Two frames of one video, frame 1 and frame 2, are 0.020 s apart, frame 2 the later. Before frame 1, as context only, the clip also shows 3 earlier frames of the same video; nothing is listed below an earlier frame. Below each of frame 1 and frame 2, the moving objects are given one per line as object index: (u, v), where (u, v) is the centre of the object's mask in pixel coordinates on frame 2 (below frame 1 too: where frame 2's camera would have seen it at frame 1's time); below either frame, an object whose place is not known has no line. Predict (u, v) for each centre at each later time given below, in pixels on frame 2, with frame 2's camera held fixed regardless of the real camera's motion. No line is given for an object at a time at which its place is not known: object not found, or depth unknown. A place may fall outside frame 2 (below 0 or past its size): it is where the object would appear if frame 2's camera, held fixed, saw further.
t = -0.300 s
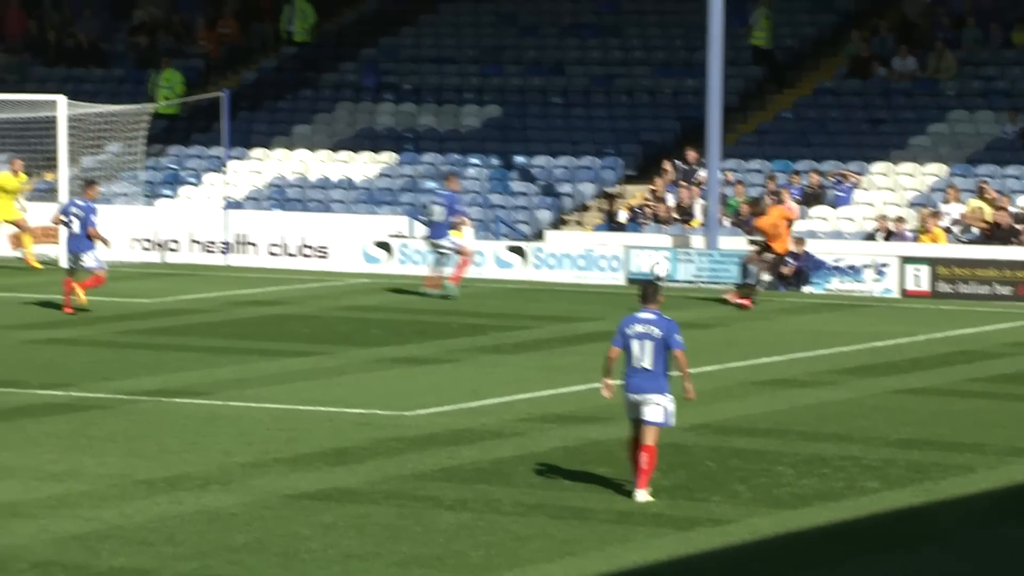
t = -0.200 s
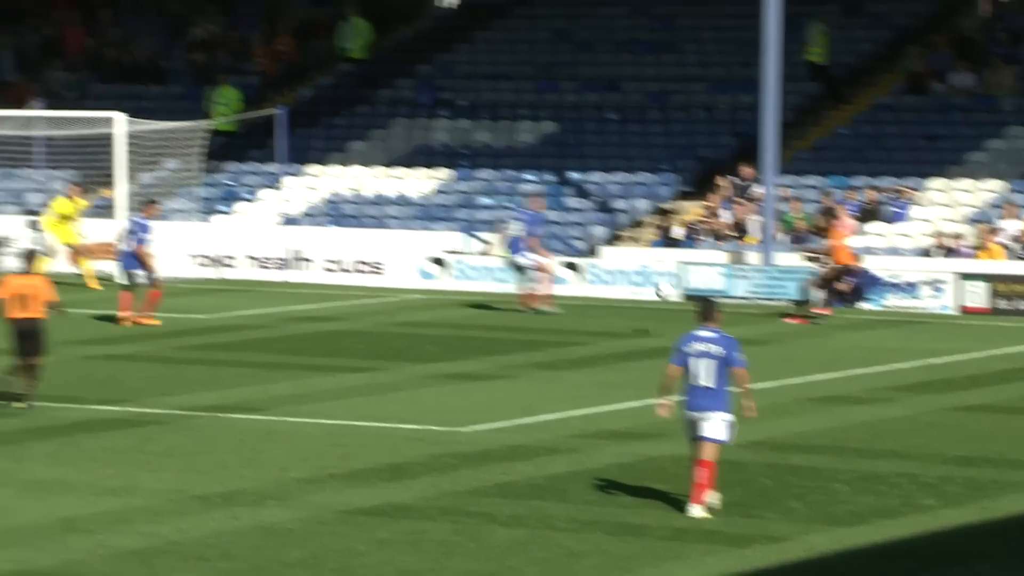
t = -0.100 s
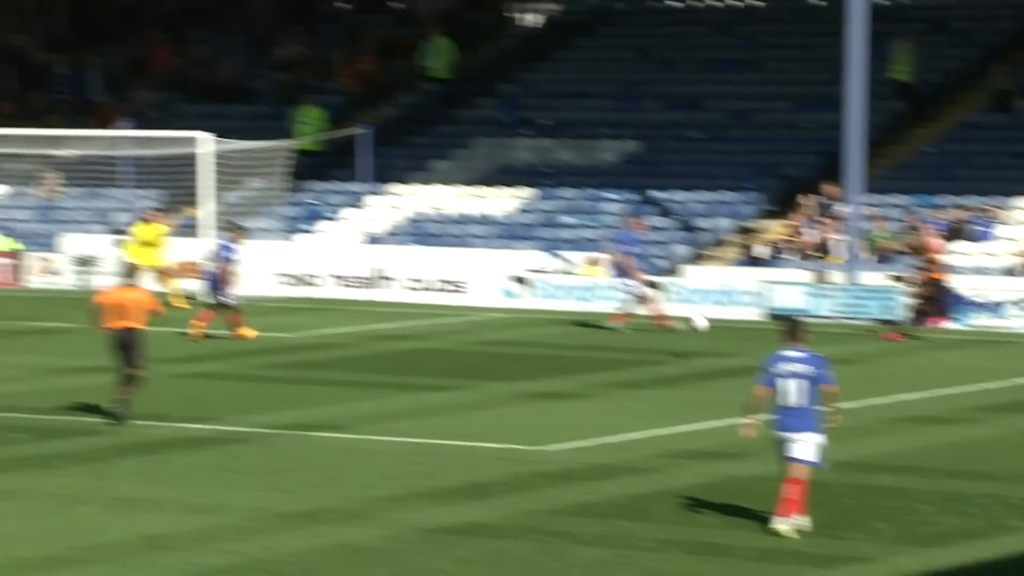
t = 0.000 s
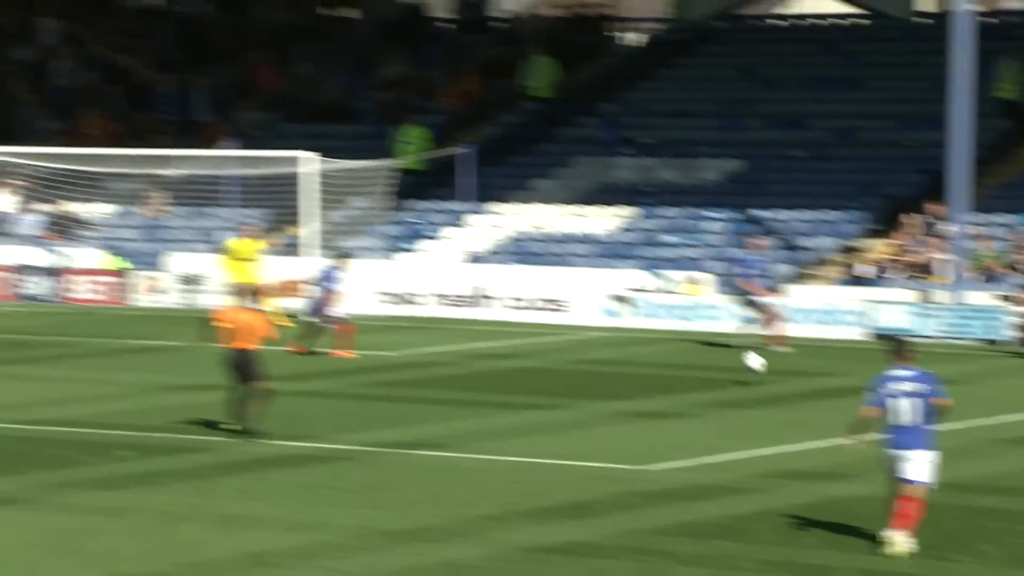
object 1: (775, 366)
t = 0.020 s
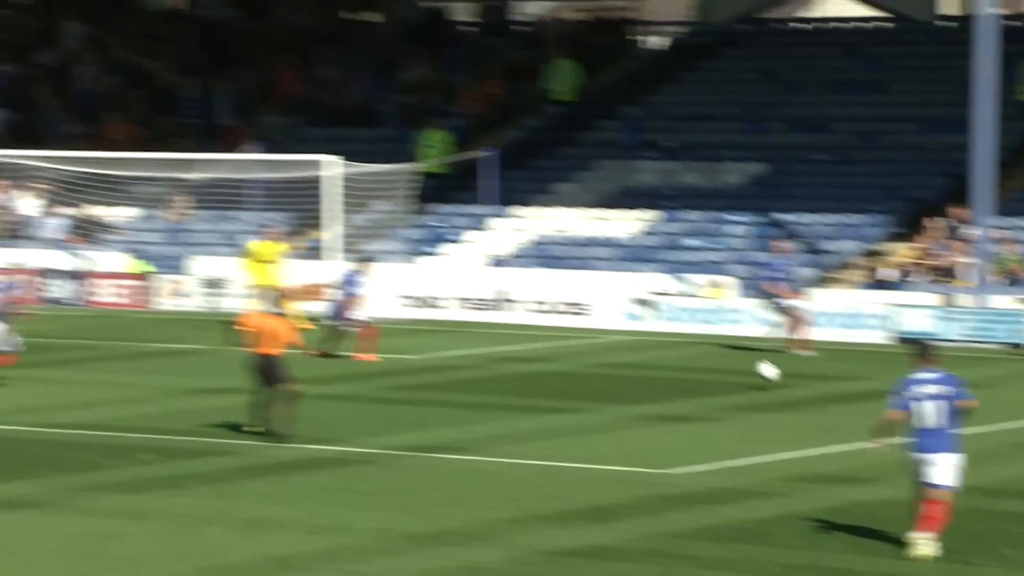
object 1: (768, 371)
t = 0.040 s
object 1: (760, 376)
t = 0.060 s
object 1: (752, 382)
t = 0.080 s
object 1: (745, 385)
